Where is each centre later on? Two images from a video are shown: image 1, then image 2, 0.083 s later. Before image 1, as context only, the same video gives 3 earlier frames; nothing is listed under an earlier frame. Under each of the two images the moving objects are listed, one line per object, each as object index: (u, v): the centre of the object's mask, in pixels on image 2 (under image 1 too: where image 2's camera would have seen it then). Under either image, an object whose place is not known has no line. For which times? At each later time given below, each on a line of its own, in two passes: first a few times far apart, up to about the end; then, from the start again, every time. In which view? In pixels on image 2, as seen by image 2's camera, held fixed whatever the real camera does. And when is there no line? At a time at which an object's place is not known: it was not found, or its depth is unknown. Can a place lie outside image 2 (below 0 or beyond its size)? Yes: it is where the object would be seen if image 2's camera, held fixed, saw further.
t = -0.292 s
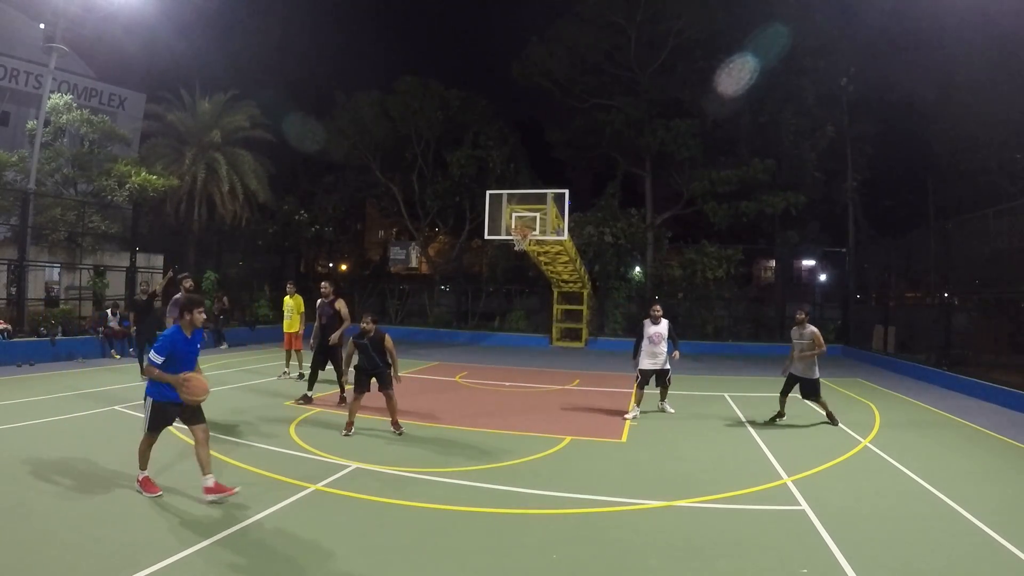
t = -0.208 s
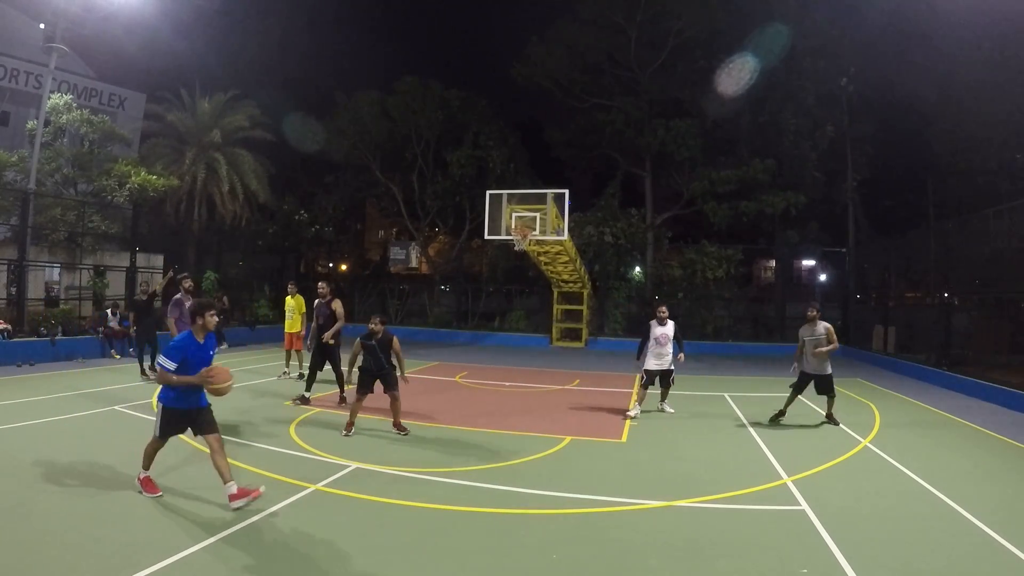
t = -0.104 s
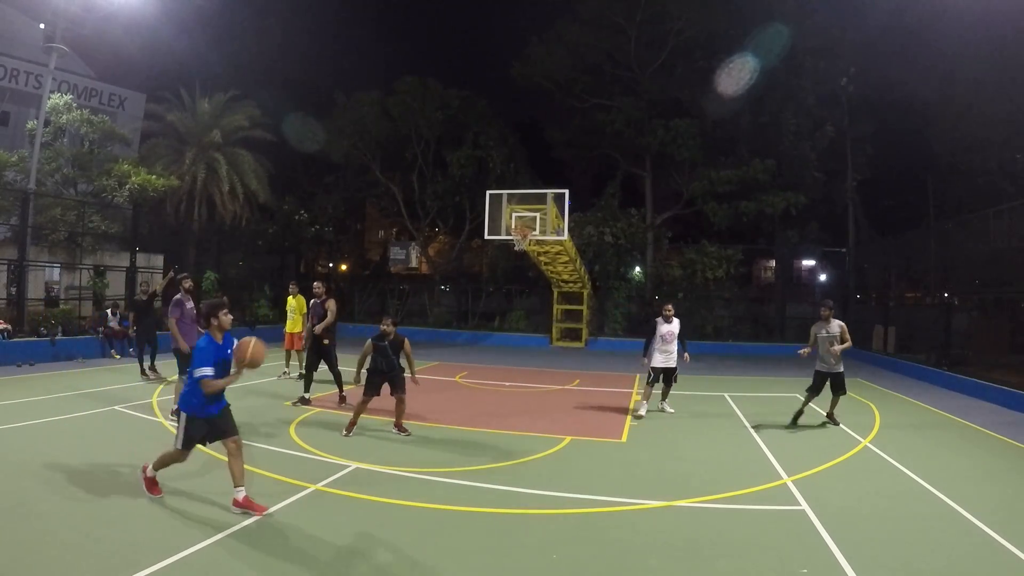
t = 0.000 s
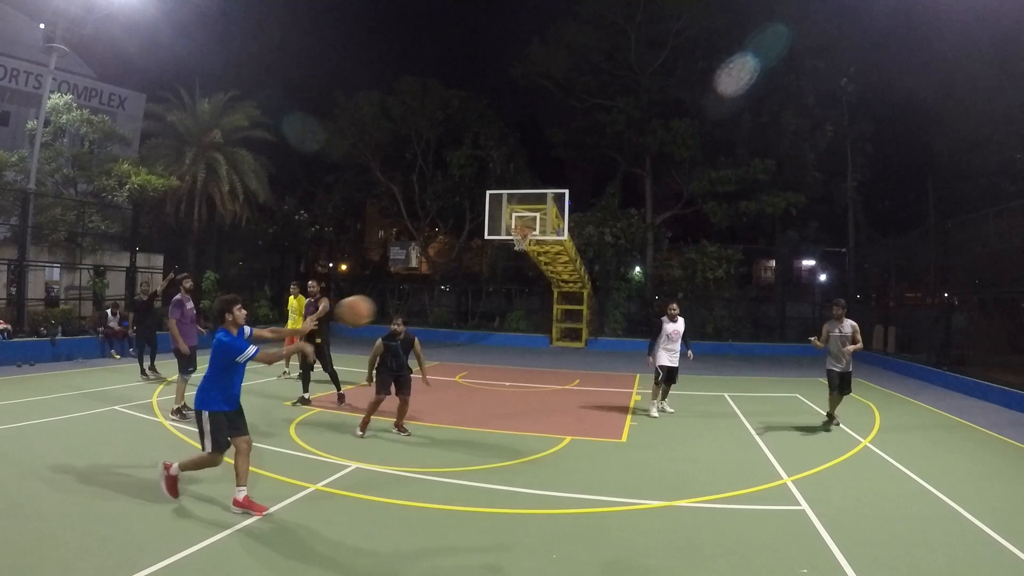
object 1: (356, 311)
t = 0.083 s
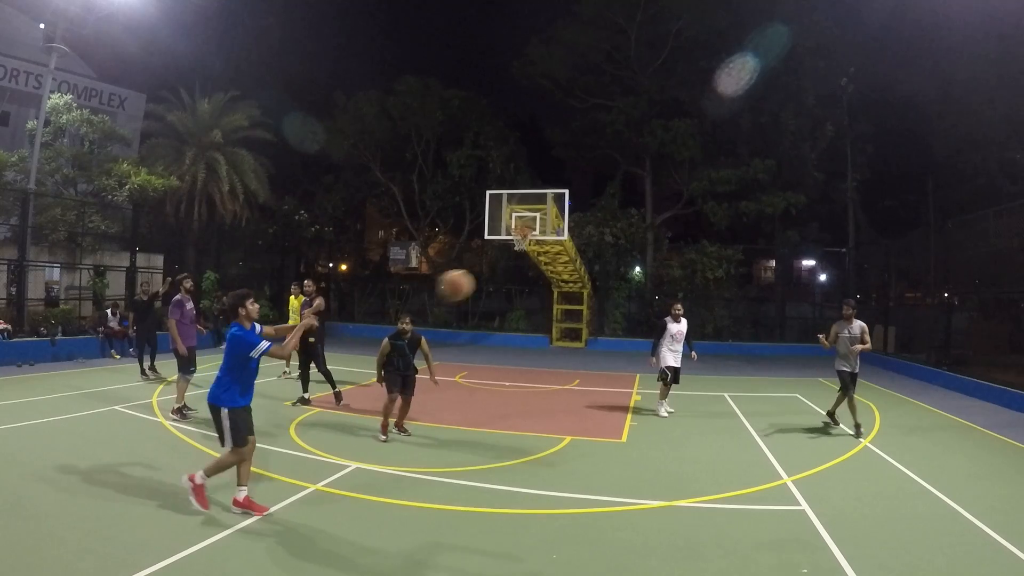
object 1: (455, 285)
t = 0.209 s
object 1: (591, 264)
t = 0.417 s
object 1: (755, 273)
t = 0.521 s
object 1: (814, 292)
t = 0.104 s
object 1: (480, 280)
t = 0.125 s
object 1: (503, 276)
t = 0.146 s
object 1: (526, 272)
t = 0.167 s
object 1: (547, 269)
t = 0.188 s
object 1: (570, 267)
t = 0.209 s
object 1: (591, 264)
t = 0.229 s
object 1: (610, 263)
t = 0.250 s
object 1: (628, 262)
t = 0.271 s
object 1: (648, 261)
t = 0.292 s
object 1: (664, 262)
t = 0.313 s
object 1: (681, 263)
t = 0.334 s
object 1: (697, 264)
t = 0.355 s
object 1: (713, 266)
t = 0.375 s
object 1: (728, 268)
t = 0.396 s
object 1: (742, 270)
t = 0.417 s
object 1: (755, 273)
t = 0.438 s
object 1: (768, 276)
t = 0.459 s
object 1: (780, 279)
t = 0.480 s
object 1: (792, 283)
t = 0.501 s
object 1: (804, 287)
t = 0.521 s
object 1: (814, 292)
